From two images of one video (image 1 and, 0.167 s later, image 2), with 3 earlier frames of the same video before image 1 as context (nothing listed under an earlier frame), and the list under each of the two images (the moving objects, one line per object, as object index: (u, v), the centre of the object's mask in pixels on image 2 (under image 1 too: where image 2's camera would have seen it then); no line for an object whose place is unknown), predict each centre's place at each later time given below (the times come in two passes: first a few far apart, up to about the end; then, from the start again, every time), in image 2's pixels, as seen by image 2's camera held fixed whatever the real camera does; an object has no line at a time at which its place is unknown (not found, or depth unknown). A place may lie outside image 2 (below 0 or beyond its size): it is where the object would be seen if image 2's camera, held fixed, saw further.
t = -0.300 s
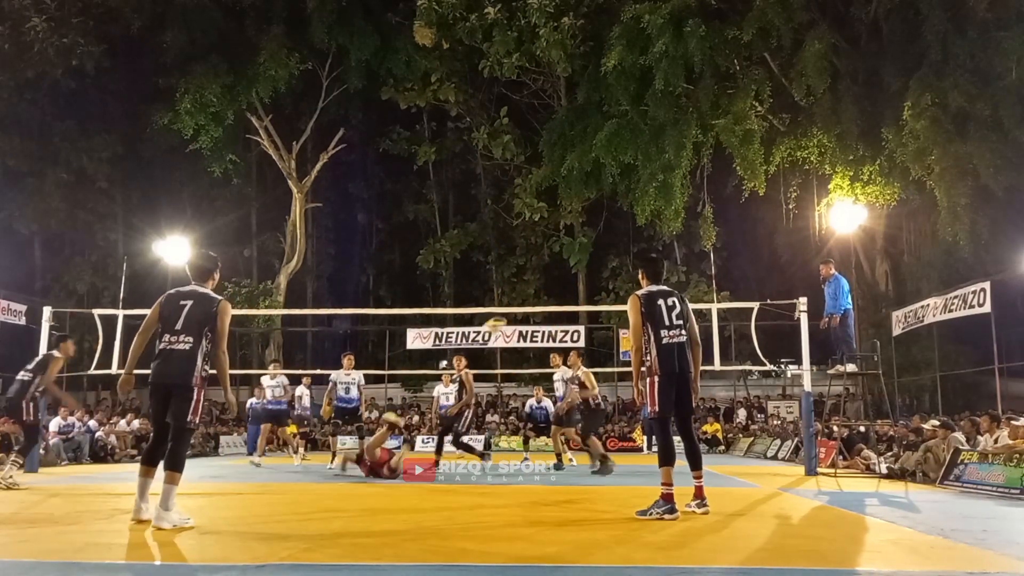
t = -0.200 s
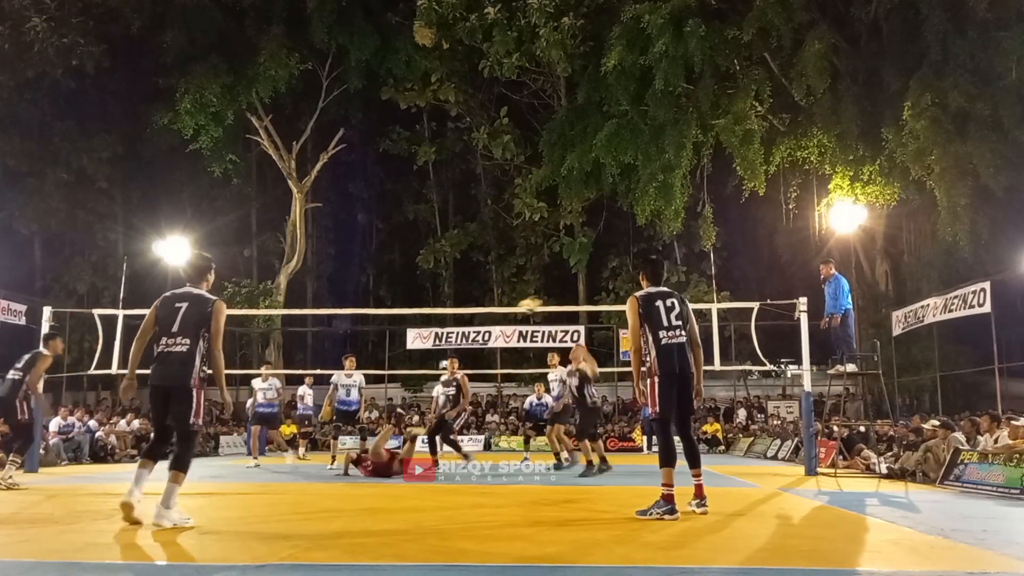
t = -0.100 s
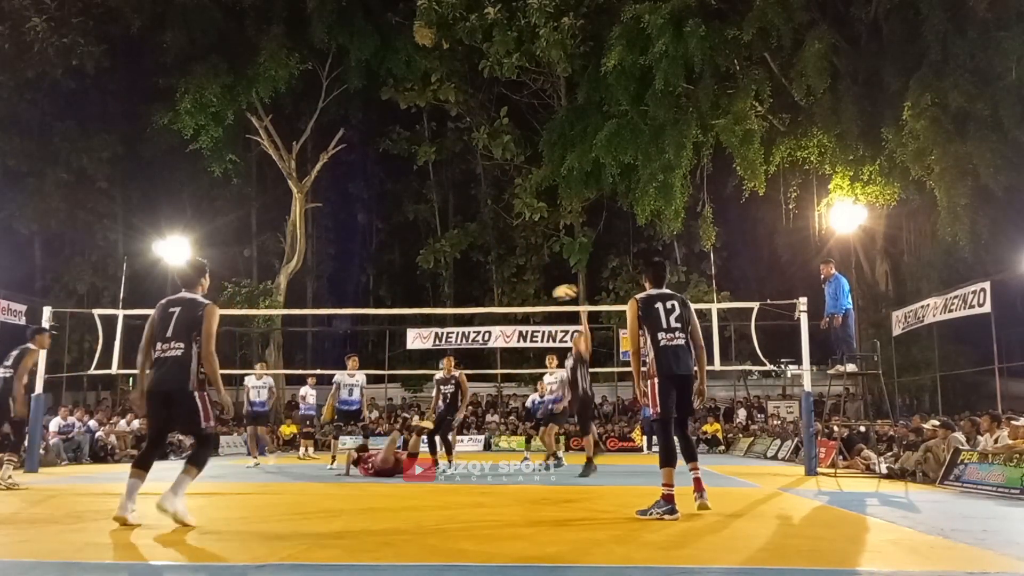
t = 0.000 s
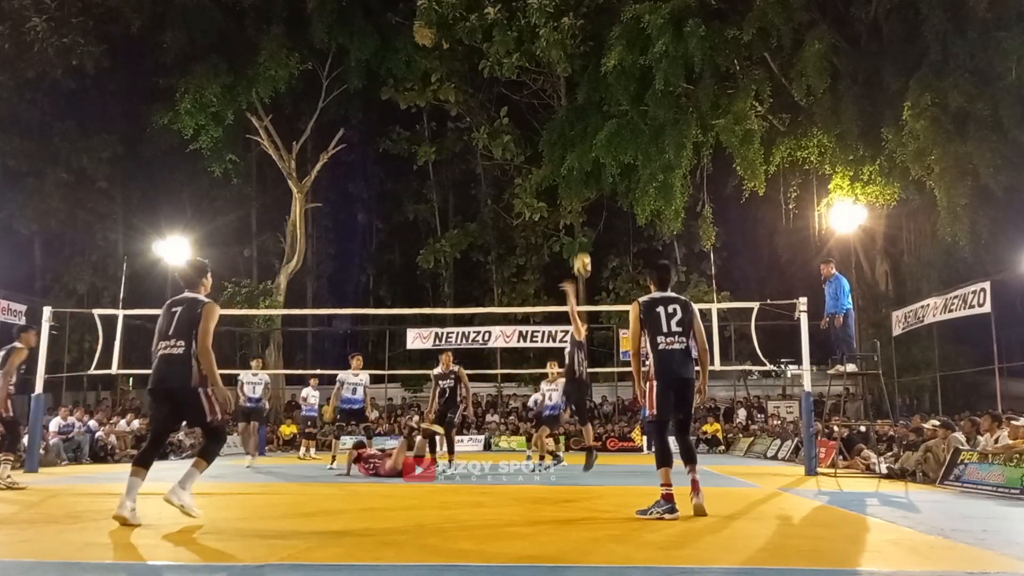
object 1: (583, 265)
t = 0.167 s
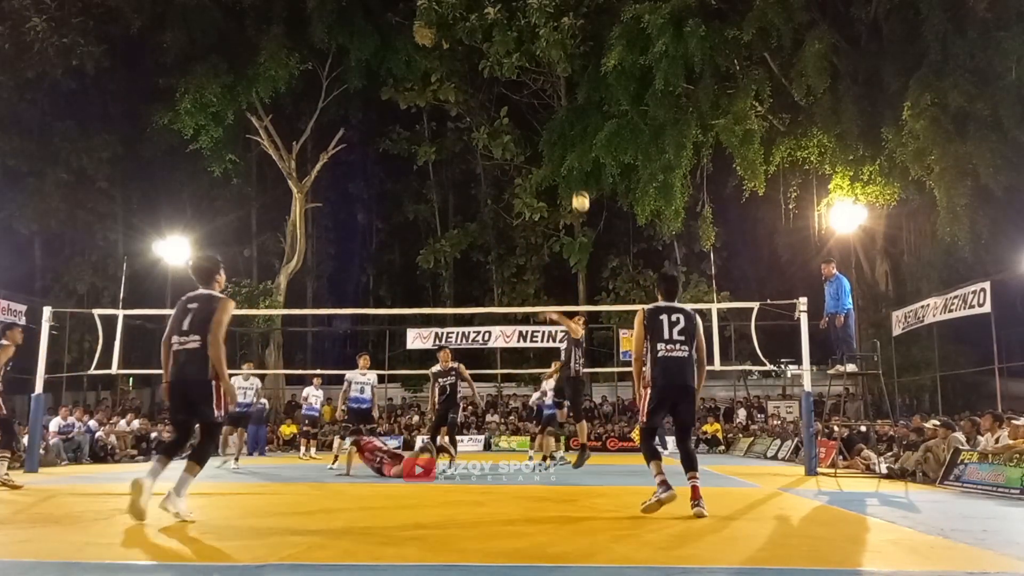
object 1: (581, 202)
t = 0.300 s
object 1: (579, 165)
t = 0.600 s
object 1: (576, 131)
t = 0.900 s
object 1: (572, 166)
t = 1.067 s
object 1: (569, 219)
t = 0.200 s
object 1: (580, 192)
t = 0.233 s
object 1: (580, 182)
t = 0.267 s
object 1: (580, 173)
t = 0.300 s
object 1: (579, 165)
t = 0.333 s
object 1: (579, 159)
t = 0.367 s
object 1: (579, 152)
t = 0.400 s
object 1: (578, 146)
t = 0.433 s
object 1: (578, 142)
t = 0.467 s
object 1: (577, 138)
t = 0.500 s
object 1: (577, 135)
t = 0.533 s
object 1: (577, 133)
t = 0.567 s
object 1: (576, 131)
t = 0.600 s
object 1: (576, 131)
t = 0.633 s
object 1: (576, 131)
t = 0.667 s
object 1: (575, 132)
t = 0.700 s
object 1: (575, 135)
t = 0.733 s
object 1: (575, 138)
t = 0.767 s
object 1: (574, 141)
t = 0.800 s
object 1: (574, 146)
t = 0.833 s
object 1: (573, 152)
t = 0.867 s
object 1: (573, 159)
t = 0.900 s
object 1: (572, 166)
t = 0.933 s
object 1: (572, 174)
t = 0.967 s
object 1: (571, 184)
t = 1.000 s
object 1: (570, 194)
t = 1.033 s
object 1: (570, 207)
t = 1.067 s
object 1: (569, 219)
